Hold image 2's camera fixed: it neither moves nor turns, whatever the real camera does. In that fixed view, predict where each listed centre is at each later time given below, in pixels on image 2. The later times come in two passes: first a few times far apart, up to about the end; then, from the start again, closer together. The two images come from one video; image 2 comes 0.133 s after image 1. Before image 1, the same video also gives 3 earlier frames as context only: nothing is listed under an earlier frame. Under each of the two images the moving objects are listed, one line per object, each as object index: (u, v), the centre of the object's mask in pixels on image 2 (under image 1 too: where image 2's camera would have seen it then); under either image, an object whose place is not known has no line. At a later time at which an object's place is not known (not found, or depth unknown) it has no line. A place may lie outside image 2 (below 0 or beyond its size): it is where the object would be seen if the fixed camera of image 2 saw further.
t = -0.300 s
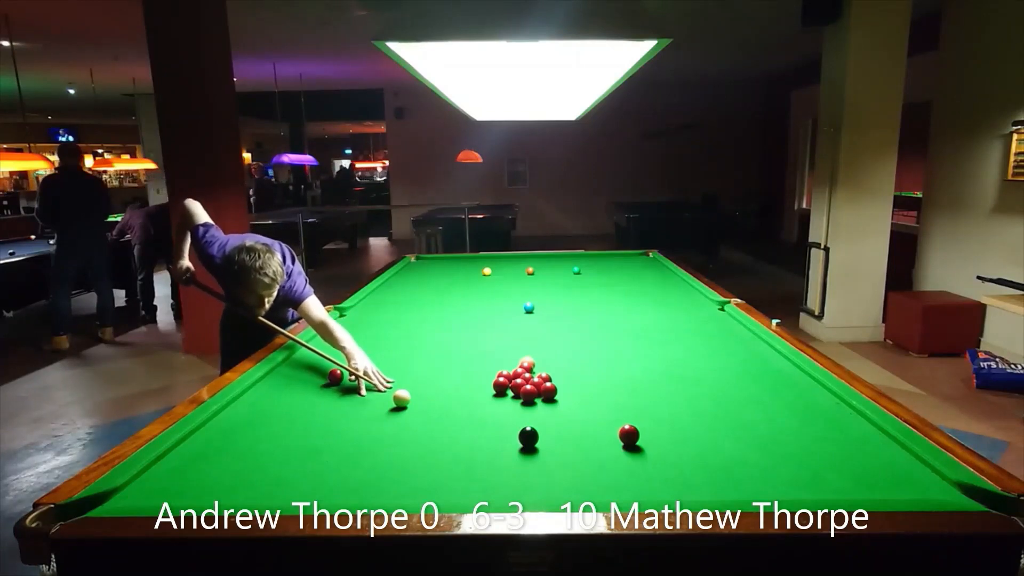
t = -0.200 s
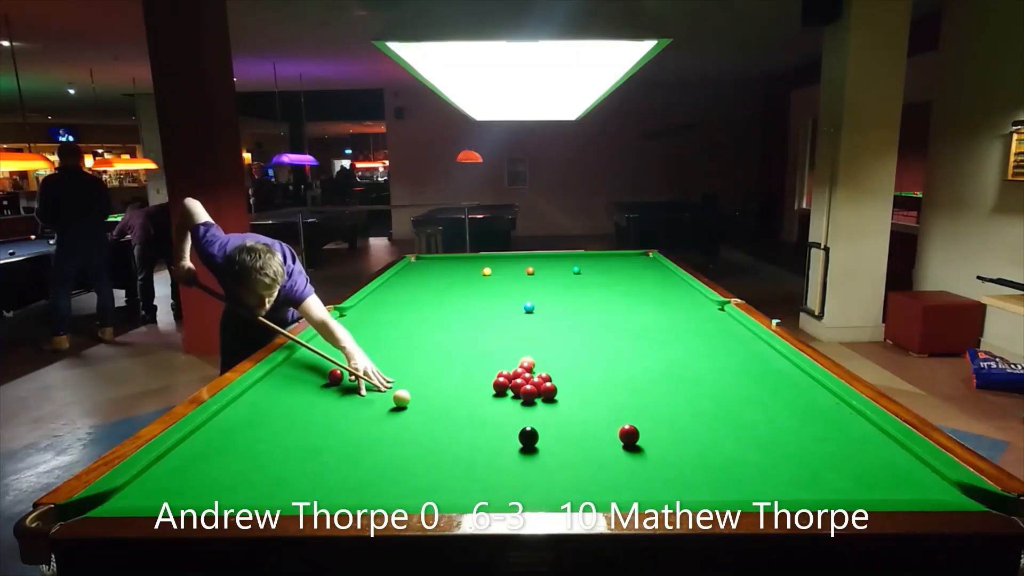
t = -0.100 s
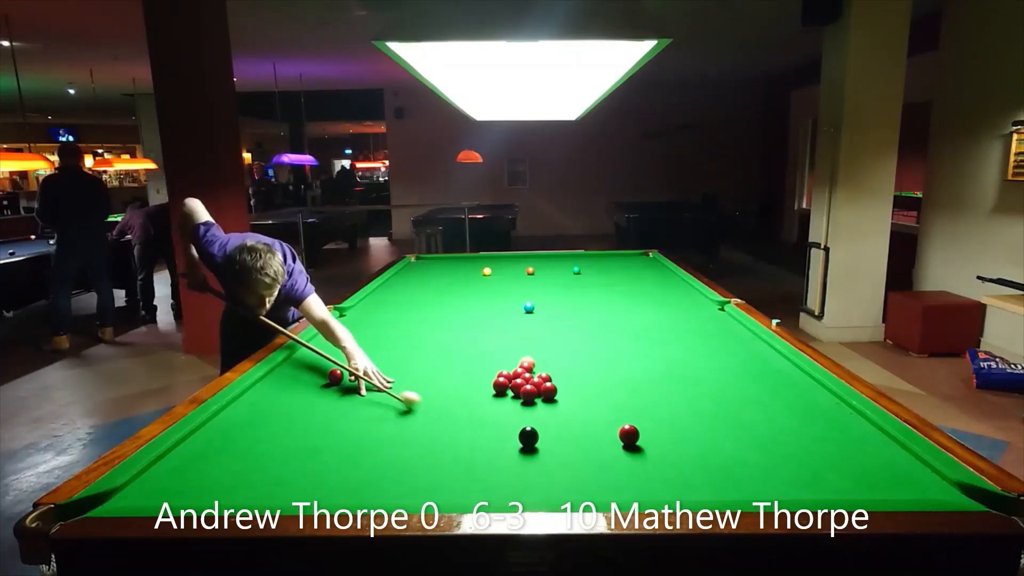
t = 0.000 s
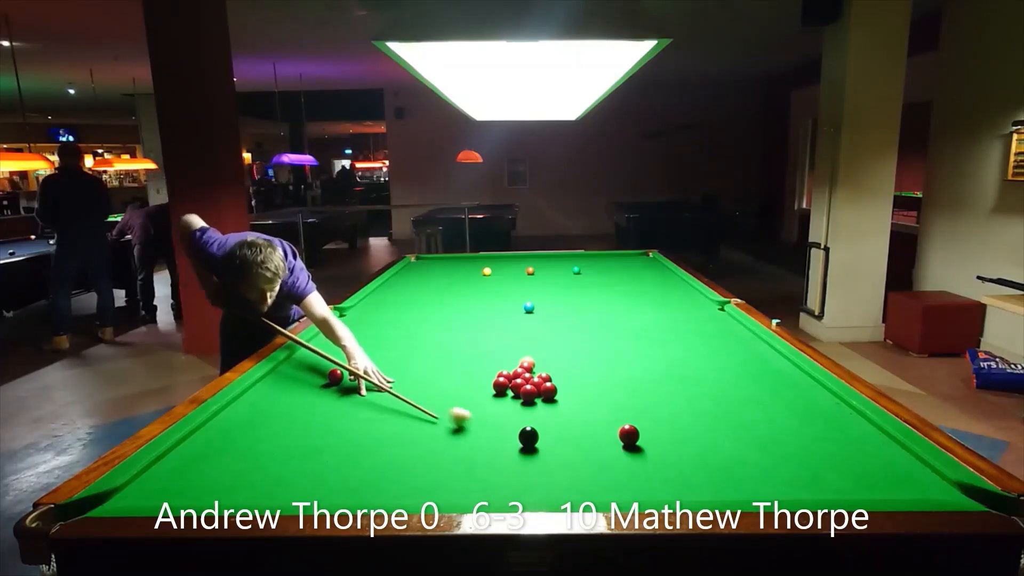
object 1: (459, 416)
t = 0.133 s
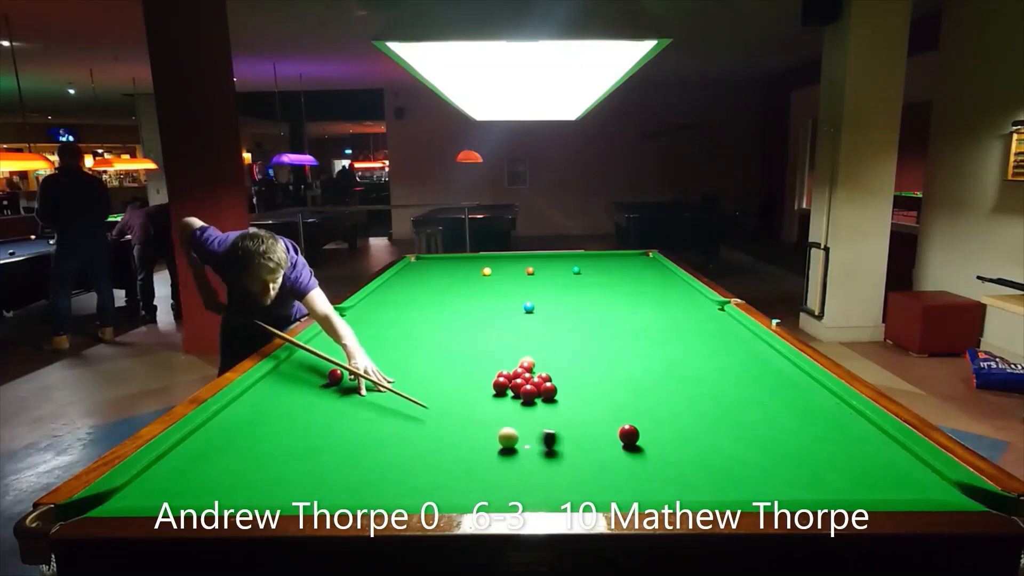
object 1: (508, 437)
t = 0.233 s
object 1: (510, 446)
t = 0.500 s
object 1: (516, 470)
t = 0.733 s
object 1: (521, 491)
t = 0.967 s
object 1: (525, 484)
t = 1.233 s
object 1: (529, 469)
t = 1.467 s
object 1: (532, 458)
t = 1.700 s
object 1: (535, 449)
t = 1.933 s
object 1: (537, 441)
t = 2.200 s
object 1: (539, 434)
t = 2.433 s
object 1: (540, 430)
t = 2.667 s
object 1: (541, 426)
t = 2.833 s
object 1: (548, 422)
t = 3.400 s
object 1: (544, 420)
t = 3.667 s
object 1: (544, 420)
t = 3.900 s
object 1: (545, 420)
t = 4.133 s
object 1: (545, 420)
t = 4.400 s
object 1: (545, 420)
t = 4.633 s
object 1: (545, 420)
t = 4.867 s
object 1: (545, 420)
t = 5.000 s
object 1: (543, 419)
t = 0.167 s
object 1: (508, 440)
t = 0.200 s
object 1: (509, 443)
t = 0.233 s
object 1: (510, 446)
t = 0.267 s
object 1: (510, 449)
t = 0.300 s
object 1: (511, 452)
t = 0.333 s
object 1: (512, 455)
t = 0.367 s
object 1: (513, 458)
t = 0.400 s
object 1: (513, 461)
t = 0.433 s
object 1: (514, 464)
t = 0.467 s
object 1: (515, 467)
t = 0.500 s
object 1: (516, 470)
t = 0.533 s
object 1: (516, 474)
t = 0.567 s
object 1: (517, 477)
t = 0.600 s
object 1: (518, 480)
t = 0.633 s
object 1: (519, 484)
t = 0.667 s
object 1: (519, 487)
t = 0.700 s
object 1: (520, 489)
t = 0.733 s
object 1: (521, 491)
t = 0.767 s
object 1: (521, 493)
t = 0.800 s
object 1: (522, 492)
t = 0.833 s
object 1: (523, 491)
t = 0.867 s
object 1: (523, 490)
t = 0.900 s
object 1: (524, 488)
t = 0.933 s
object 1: (524, 487)
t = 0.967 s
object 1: (525, 484)
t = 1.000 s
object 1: (525, 483)
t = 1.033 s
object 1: (526, 480)
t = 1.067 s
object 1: (527, 478)
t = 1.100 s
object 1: (527, 476)
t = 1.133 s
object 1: (527, 474)
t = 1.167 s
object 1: (528, 472)
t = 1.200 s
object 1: (528, 471)
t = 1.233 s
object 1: (529, 469)
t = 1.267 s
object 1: (529, 467)
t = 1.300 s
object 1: (529, 466)
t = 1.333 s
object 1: (530, 464)
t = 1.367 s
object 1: (530, 462)
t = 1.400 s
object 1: (531, 461)
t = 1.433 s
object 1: (531, 459)
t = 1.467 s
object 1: (532, 458)
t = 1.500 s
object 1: (532, 456)
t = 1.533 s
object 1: (533, 455)
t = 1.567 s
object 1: (533, 454)
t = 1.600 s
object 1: (534, 452)
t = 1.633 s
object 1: (534, 451)
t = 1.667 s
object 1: (534, 450)
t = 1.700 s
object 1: (535, 449)
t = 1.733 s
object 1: (535, 447)
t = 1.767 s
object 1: (535, 446)
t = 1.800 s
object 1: (536, 445)
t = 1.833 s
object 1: (536, 444)
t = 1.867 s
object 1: (536, 443)
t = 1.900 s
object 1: (537, 442)
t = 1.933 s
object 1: (537, 441)
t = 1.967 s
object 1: (537, 440)
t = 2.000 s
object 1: (538, 439)
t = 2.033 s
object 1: (538, 438)
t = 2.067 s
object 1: (538, 437)
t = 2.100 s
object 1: (538, 436)
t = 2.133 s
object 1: (538, 436)
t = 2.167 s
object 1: (539, 435)
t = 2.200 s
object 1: (539, 434)
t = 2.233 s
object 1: (539, 433)
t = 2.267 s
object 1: (539, 433)
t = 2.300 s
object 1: (539, 432)
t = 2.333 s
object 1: (540, 432)
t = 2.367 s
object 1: (540, 431)
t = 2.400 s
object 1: (540, 430)
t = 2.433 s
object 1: (540, 430)
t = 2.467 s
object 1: (540, 429)
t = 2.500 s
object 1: (541, 428)
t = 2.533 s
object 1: (541, 428)
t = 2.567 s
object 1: (541, 427)
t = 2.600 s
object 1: (541, 427)
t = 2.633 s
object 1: (541, 426)
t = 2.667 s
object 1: (541, 426)
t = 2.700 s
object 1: (542, 425)
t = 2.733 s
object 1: (542, 425)
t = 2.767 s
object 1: (542, 425)
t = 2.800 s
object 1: (542, 424)
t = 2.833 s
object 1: (548, 422)
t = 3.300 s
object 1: (544, 420)
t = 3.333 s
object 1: (544, 420)
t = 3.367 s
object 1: (544, 420)
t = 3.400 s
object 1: (544, 420)
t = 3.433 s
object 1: (544, 420)
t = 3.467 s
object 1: (544, 420)
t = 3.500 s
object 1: (544, 420)
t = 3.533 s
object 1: (545, 420)
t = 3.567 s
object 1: (545, 420)
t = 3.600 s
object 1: (544, 420)
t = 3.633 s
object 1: (544, 420)
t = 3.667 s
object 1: (544, 420)
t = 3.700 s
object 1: (544, 420)
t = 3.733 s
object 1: (545, 420)
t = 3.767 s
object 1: (545, 420)
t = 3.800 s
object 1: (545, 420)
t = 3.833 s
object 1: (545, 420)
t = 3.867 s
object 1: (545, 420)
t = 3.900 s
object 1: (545, 420)
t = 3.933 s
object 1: (545, 420)
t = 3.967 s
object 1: (545, 420)
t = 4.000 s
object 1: (545, 420)
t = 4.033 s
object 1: (545, 420)
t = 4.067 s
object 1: (545, 420)
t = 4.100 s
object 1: (545, 420)
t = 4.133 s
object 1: (545, 420)
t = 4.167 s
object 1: (545, 420)
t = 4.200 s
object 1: (545, 420)
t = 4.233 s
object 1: (545, 420)
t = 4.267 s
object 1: (545, 420)
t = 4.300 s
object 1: (545, 420)
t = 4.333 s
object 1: (545, 420)
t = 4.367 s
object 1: (545, 420)
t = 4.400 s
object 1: (545, 420)
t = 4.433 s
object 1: (545, 420)
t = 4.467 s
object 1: (545, 420)
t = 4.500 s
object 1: (545, 420)
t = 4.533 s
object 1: (545, 420)
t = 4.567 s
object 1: (545, 420)
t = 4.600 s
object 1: (545, 420)
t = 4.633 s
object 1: (545, 420)
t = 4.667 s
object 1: (545, 420)
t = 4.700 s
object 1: (545, 420)
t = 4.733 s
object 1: (545, 420)
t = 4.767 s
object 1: (545, 420)
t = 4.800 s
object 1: (545, 420)
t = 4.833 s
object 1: (545, 420)
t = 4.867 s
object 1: (545, 420)
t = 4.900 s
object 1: (545, 420)
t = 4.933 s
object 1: (545, 420)
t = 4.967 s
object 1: (545, 420)
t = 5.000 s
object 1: (543, 419)
